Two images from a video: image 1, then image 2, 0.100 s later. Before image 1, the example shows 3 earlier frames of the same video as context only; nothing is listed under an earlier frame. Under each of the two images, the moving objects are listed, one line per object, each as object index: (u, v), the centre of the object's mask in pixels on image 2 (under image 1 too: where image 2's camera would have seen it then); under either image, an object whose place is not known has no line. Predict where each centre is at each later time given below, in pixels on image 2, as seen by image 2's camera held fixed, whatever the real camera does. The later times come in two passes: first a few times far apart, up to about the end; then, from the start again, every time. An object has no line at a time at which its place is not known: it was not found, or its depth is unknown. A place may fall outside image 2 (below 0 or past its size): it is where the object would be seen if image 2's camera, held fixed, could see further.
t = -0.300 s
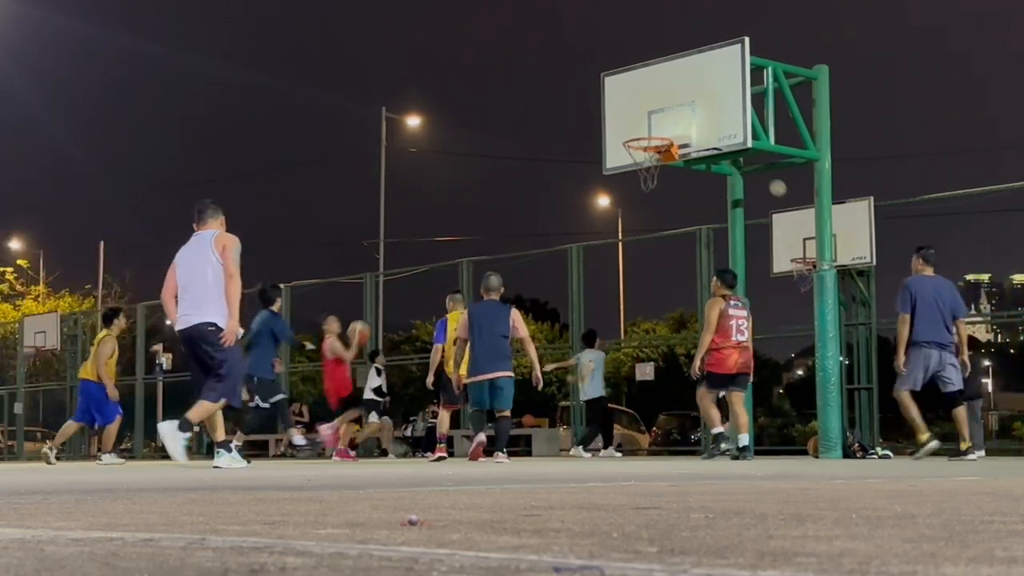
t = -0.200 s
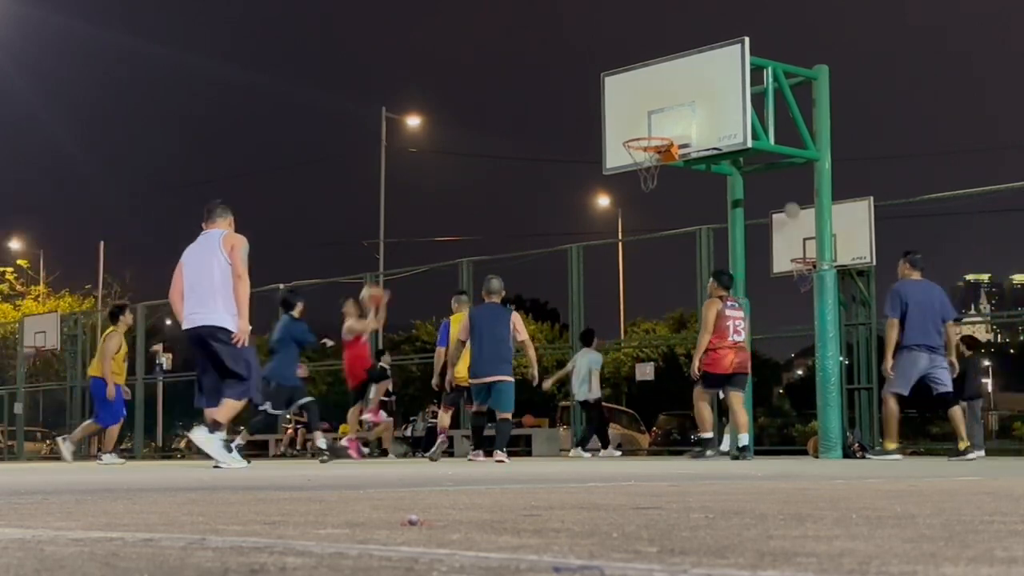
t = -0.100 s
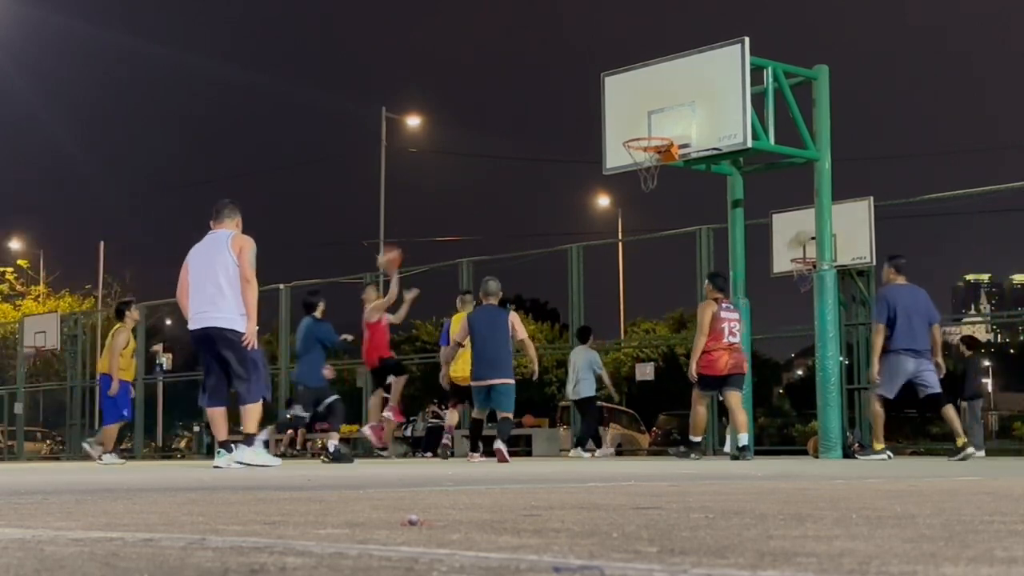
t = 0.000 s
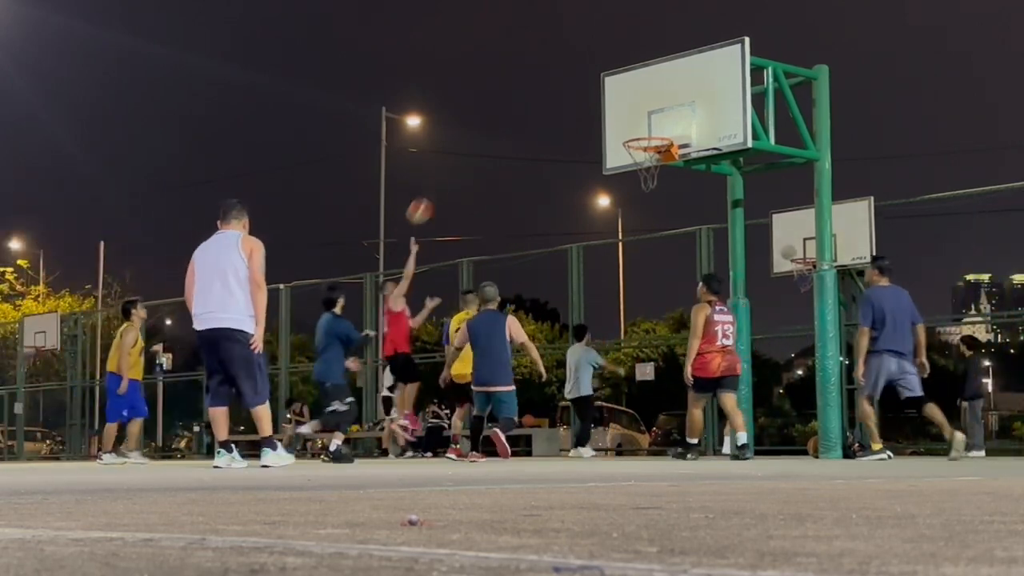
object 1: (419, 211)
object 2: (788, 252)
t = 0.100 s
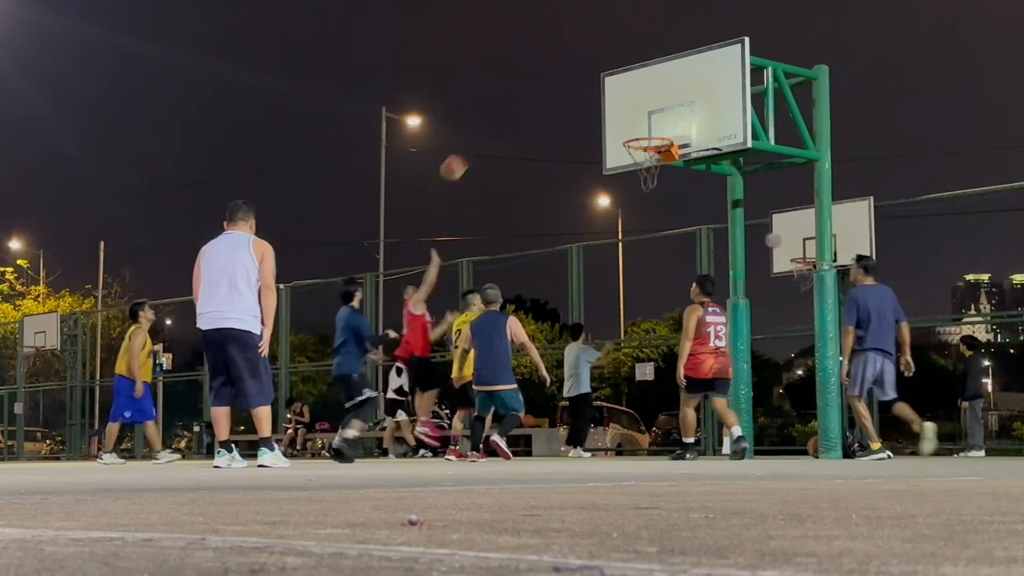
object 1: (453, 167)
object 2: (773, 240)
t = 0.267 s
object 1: (512, 114)
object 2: (750, 235)
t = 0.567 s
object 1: (621, 83)
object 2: (704, 270)
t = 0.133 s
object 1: (465, 155)
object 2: (767, 238)
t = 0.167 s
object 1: (476, 144)
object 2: (763, 236)
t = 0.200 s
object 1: (488, 133)
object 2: (758, 235)
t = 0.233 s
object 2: (753, 235)
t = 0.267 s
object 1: (512, 114)
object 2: (750, 235)
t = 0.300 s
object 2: (747, 236)
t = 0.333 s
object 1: (536, 100)
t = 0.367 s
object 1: (547, 94)
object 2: (726, 240)
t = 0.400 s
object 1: (559, 89)
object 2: (724, 244)
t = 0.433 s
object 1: (572, 86)
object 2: (722, 248)
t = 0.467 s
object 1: (583, 83)
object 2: (718, 252)
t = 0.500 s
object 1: (594, 82)
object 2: (713, 258)
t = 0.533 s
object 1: (607, 81)
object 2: (708, 264)
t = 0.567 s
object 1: (621, 83)
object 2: (704, 270)
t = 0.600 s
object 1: (633, 83)
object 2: (700, 274)
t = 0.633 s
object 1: (646, 86)
